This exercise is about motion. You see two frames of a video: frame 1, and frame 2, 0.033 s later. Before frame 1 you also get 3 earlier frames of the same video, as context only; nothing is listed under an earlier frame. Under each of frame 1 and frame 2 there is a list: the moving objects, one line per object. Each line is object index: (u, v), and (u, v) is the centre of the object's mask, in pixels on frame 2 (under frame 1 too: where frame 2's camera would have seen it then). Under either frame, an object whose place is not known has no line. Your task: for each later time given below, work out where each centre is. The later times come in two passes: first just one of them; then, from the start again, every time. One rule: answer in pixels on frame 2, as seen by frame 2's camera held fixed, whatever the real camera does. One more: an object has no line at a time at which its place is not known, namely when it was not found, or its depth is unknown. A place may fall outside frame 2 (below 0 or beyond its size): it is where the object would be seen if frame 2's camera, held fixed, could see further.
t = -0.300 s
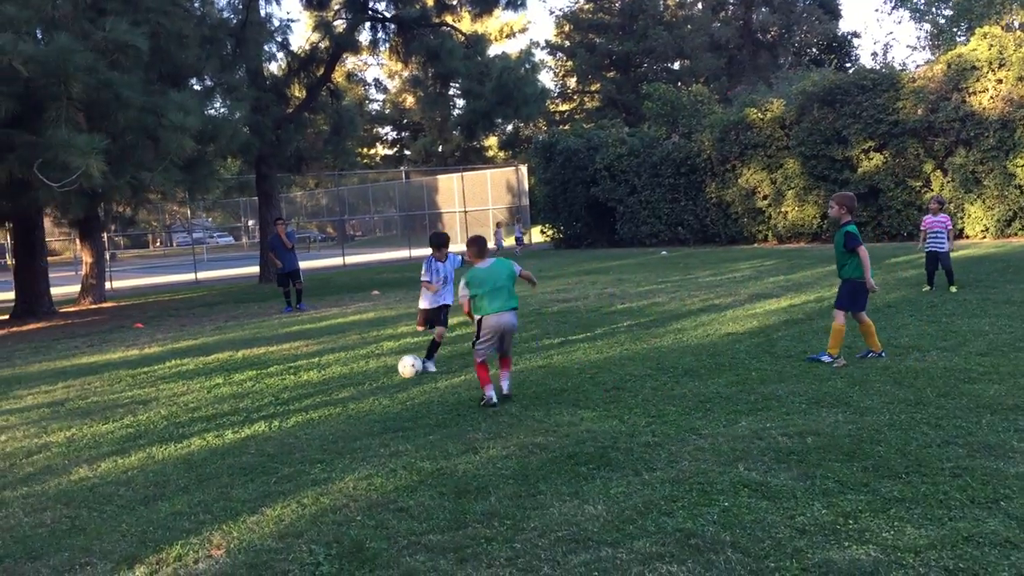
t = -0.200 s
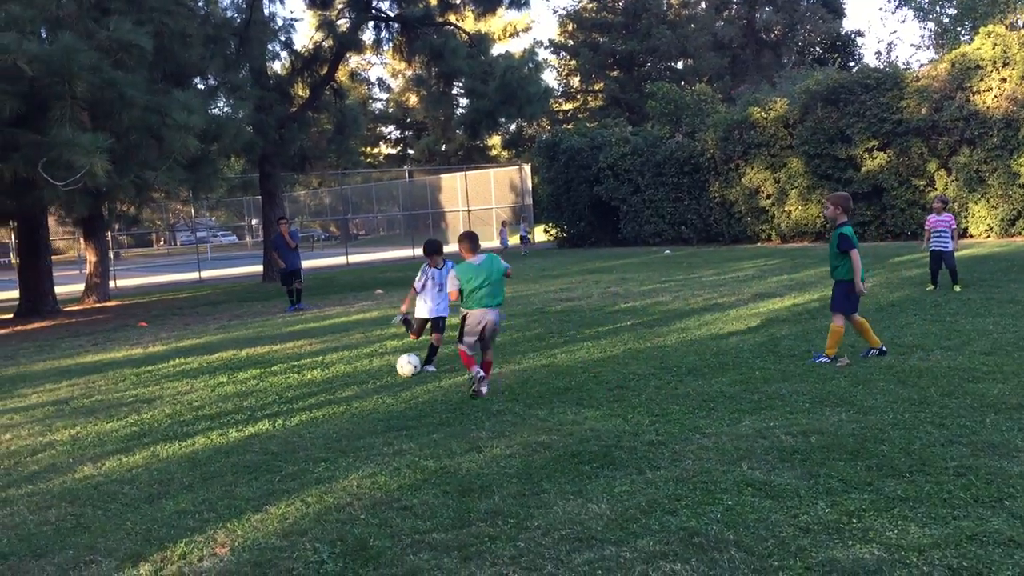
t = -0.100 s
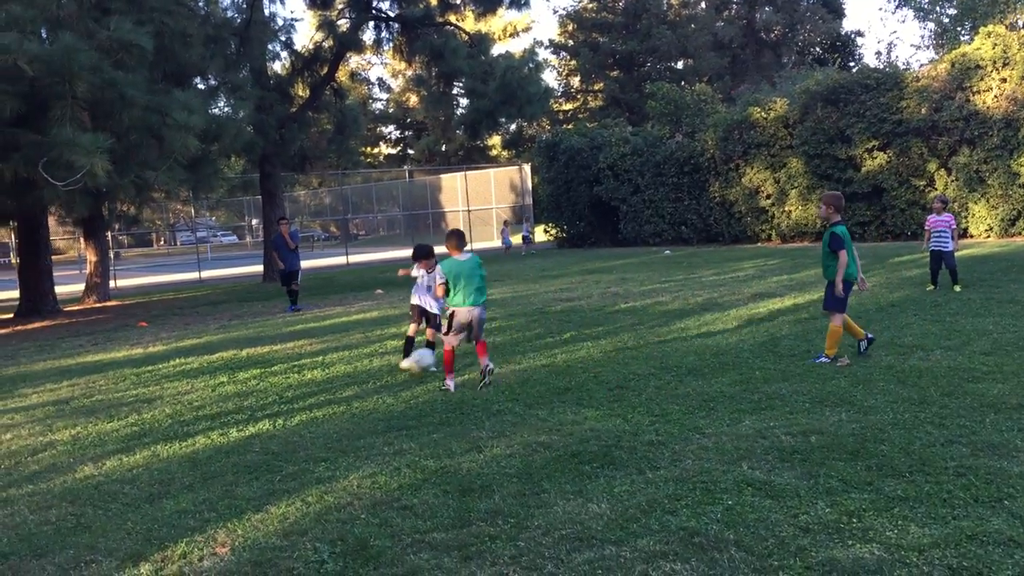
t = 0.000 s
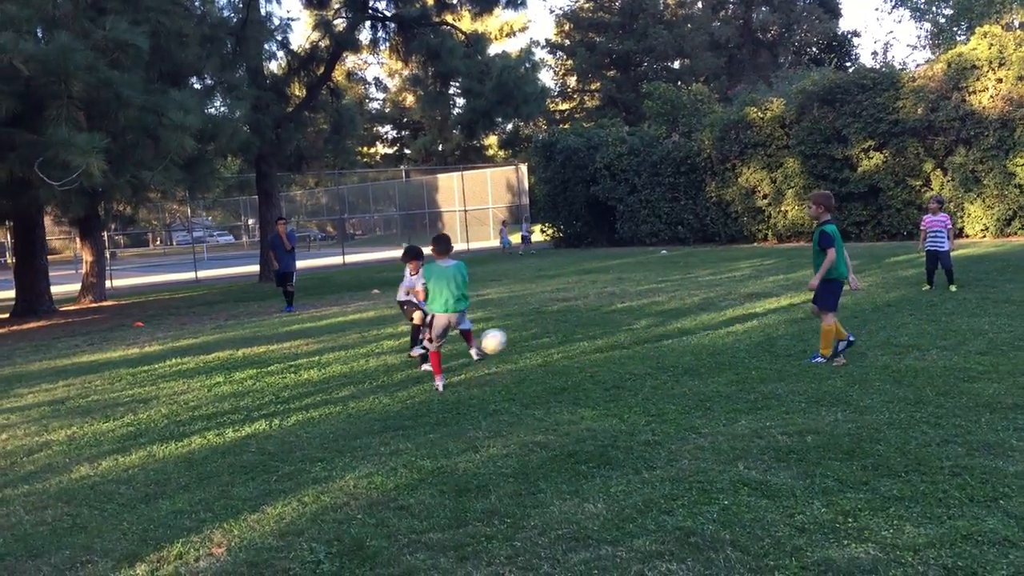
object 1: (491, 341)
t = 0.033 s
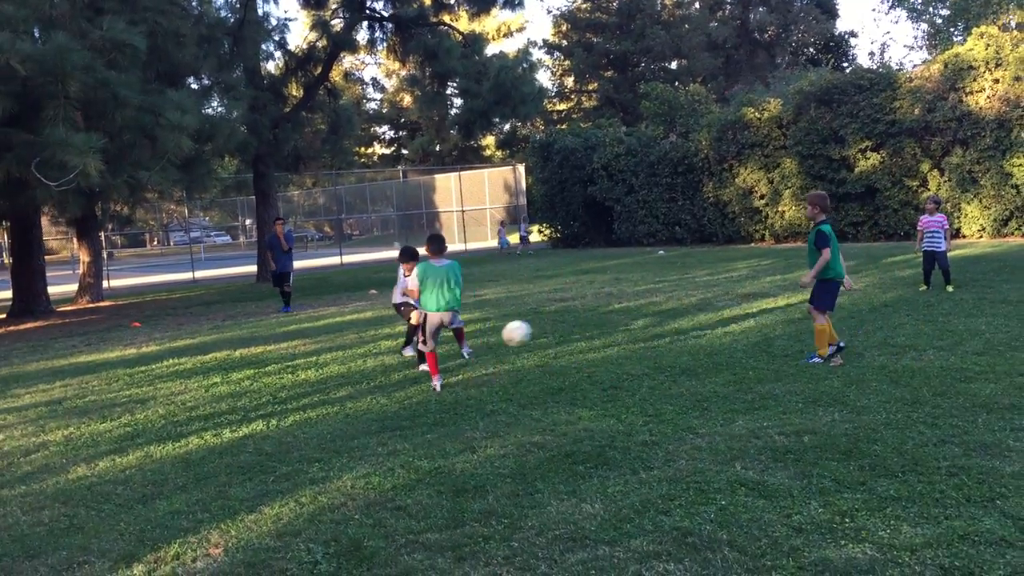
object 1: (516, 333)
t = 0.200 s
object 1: (660, 308)
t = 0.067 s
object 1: (543, 326)
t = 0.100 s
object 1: (571, 320)
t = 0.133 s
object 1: (600, 315)
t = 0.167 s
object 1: (629, 310)
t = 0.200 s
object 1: (660, 308)
